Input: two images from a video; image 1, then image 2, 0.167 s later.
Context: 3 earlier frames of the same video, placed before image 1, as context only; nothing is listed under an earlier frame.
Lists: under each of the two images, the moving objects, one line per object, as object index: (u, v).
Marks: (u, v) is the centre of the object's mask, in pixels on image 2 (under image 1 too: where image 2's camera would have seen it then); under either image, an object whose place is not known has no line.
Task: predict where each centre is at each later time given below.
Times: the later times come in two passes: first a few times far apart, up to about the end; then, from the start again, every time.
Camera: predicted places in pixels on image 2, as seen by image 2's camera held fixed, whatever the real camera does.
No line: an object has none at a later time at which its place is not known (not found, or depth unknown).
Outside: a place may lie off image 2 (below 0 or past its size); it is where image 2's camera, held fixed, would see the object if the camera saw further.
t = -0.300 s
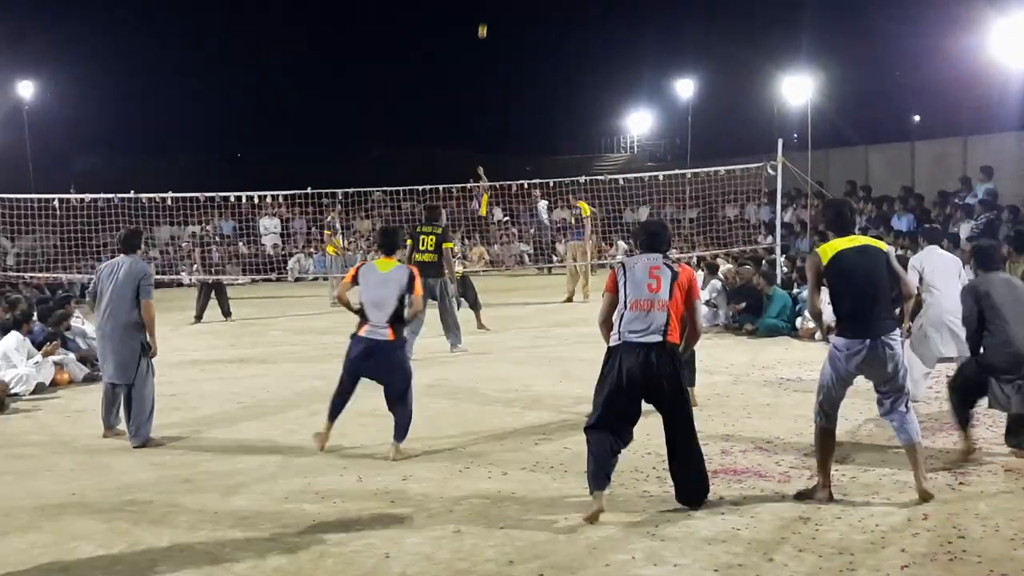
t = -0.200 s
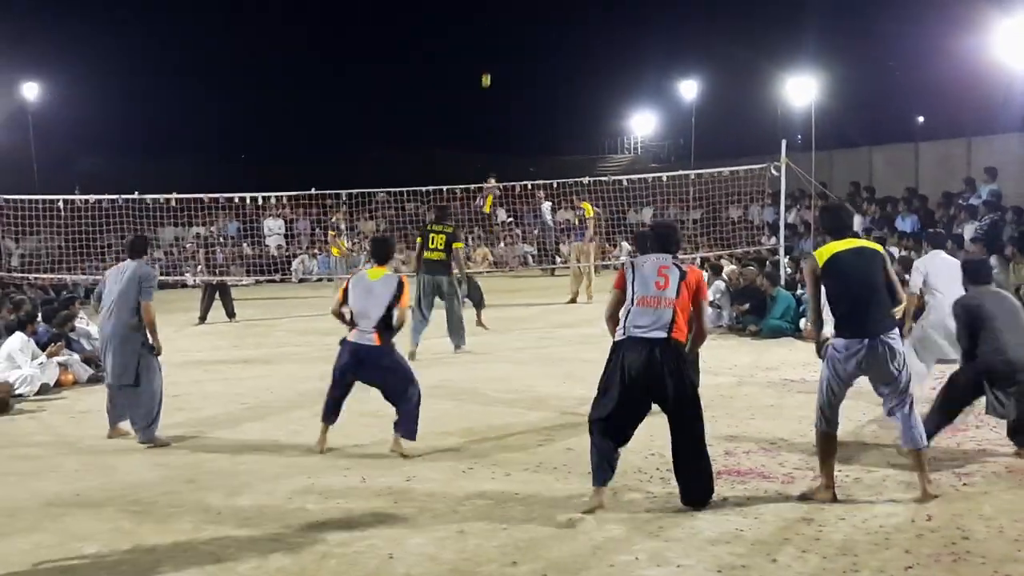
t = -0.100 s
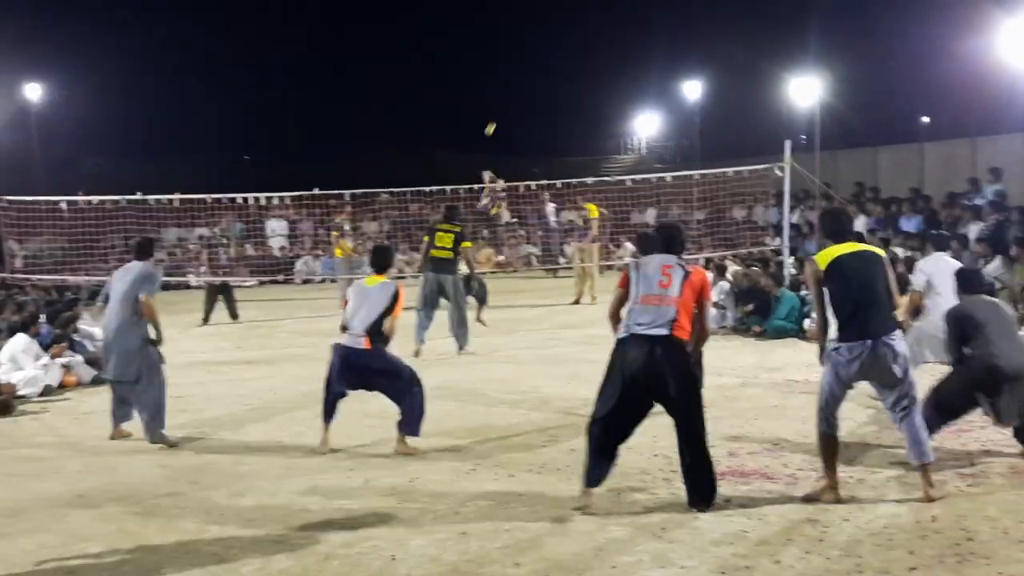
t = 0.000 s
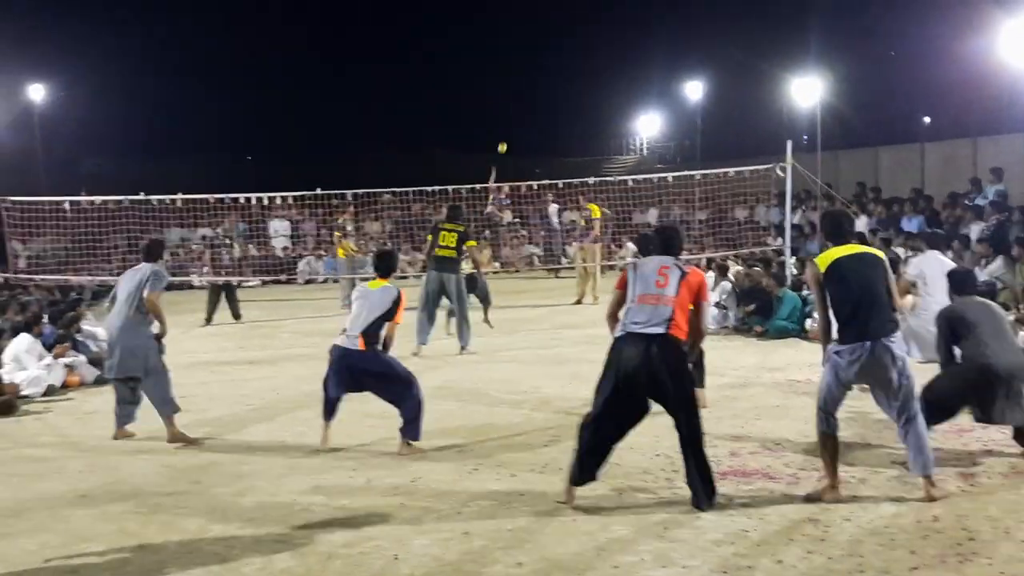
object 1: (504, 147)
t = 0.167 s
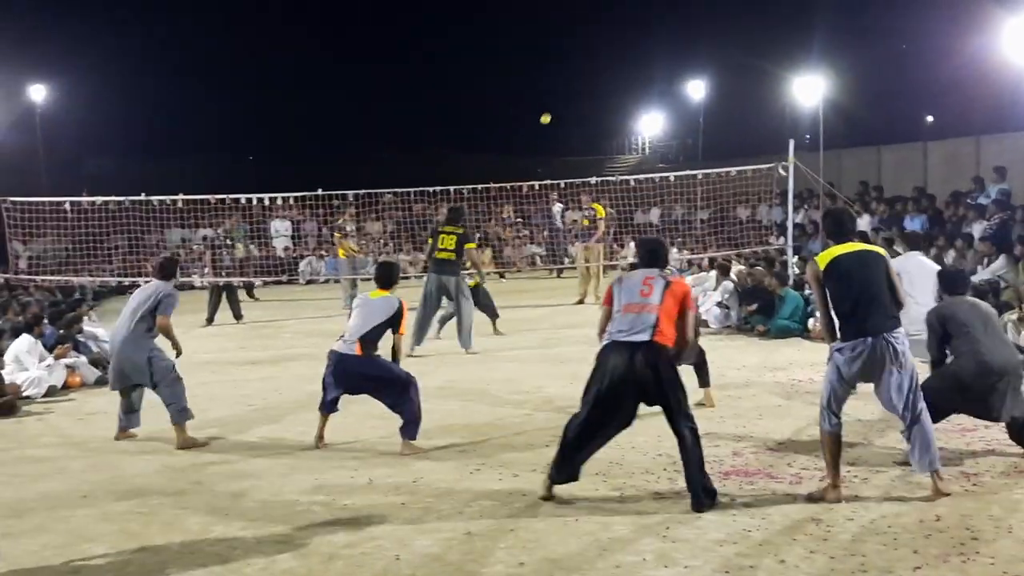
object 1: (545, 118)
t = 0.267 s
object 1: (573, 108)
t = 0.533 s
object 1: (669, 105)
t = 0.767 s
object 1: (788, 160)
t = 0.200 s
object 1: (553, 114)
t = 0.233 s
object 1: (563, 111)
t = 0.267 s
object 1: (573, 108)
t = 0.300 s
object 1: (583, 105)
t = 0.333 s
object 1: (593, 102)
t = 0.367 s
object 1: (605, 100)
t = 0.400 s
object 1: (616, 100)
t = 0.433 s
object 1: (629, 100)
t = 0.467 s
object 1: (641, 101)
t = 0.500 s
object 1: (654, 102)
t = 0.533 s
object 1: (669, 105)
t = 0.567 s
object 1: (684, 110)
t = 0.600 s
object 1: (699, 115)
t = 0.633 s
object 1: (716, 121)
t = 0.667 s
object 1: (733, 129)
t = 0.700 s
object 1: (750, 138)
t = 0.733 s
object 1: (770, 149)
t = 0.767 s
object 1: (788, 160)
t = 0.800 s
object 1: (810, 174)
